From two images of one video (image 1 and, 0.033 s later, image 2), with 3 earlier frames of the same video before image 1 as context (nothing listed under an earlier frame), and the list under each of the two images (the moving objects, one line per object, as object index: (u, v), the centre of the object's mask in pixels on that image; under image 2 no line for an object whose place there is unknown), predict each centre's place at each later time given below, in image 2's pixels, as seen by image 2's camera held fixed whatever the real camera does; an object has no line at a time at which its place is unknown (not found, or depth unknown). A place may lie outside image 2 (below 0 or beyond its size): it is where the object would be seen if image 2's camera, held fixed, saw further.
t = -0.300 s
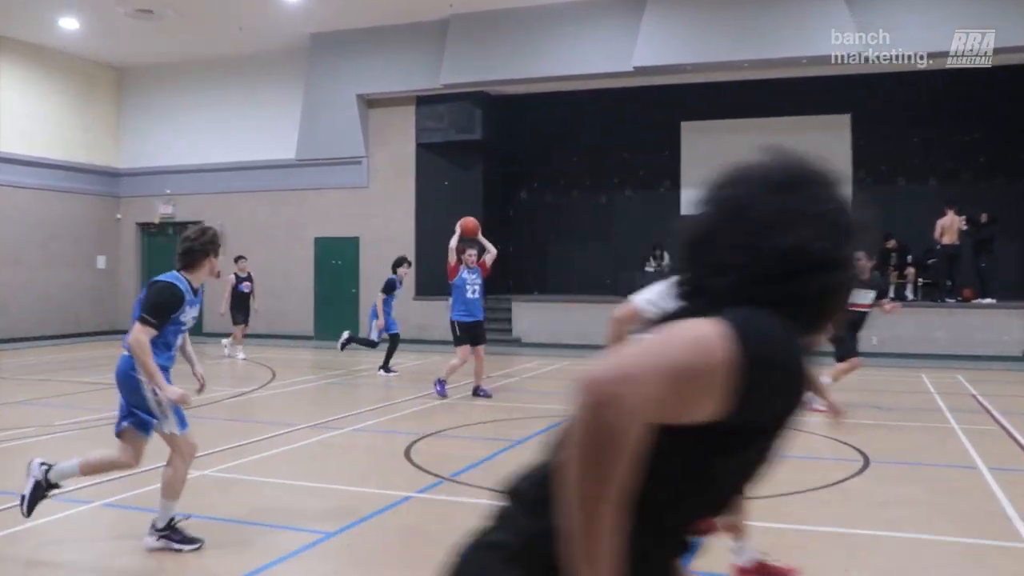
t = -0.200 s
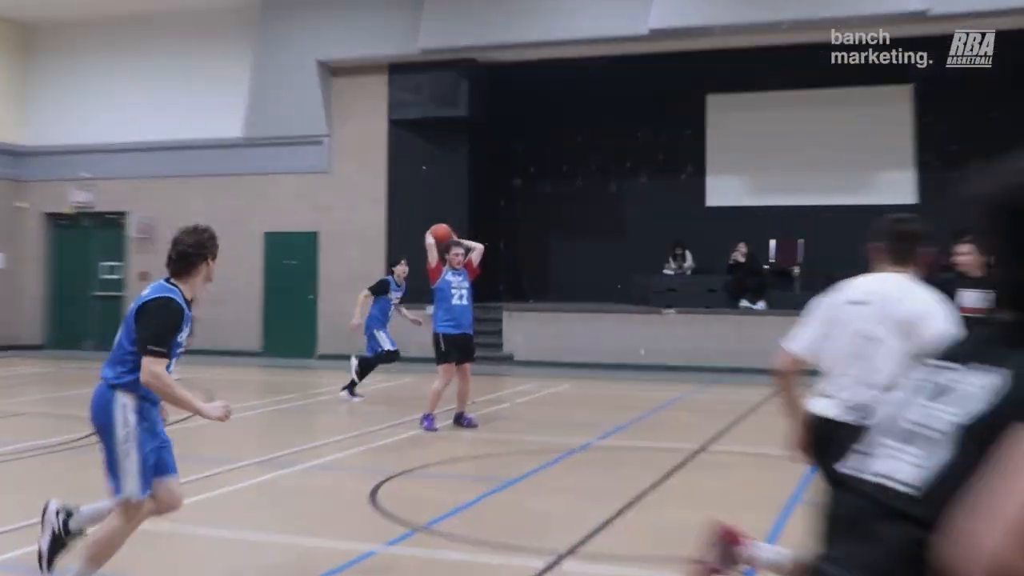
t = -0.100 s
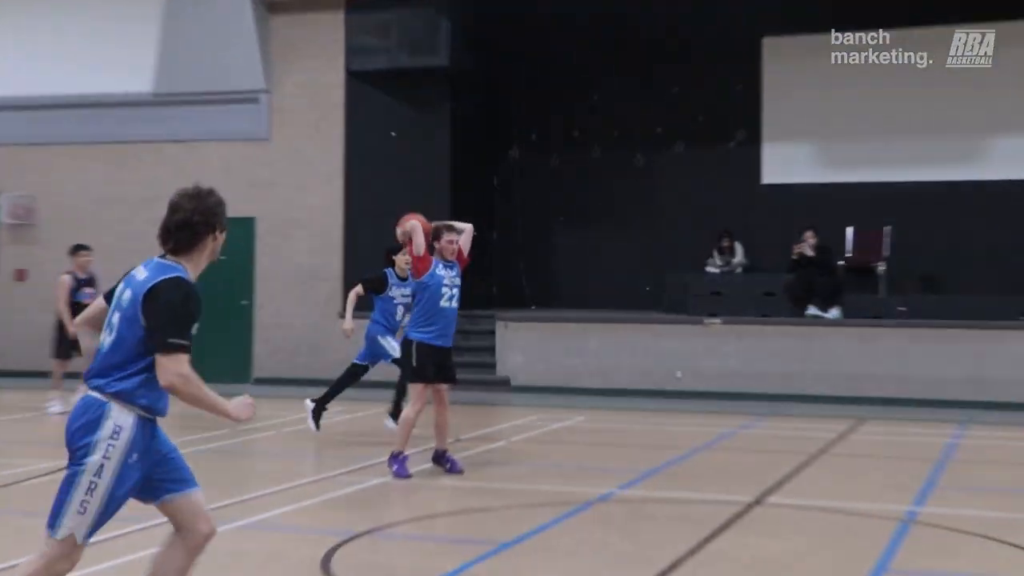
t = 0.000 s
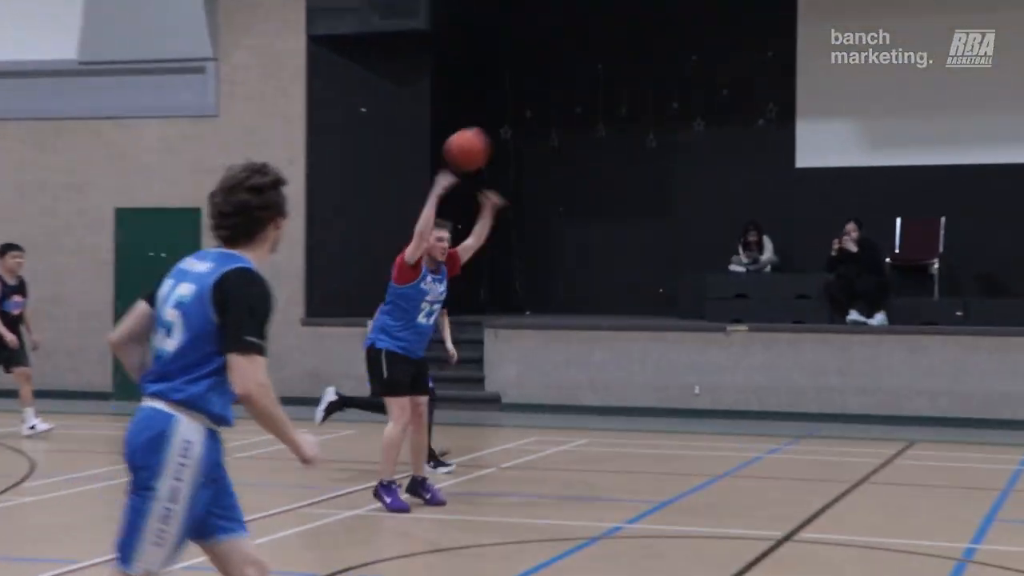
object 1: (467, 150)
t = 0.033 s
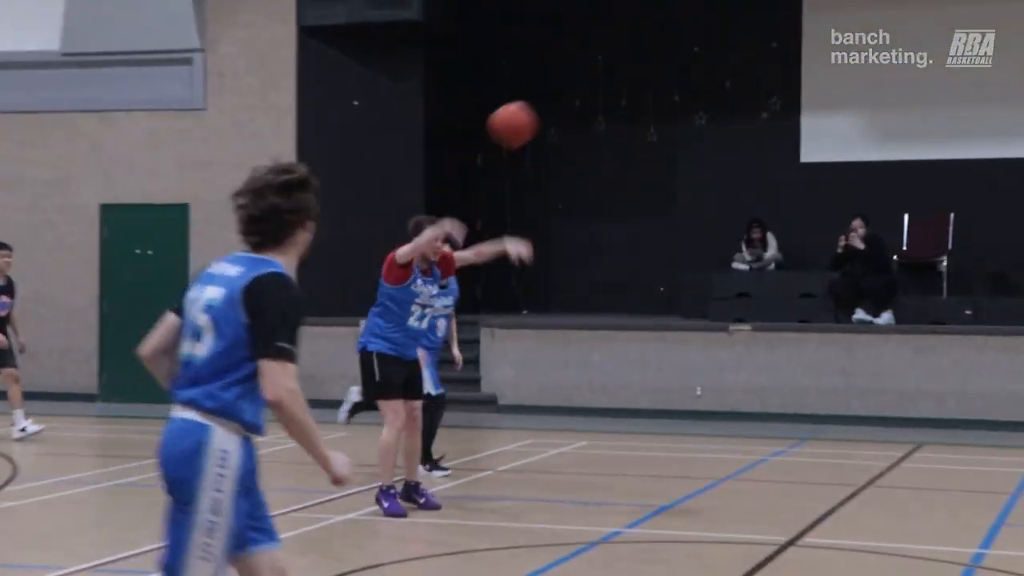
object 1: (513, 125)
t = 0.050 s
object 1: (539, 117)
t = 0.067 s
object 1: (566, 108)
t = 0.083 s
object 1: (594, 99)
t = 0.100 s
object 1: (623, 89)
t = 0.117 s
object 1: (652, 81)
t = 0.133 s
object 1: (684, 73)
